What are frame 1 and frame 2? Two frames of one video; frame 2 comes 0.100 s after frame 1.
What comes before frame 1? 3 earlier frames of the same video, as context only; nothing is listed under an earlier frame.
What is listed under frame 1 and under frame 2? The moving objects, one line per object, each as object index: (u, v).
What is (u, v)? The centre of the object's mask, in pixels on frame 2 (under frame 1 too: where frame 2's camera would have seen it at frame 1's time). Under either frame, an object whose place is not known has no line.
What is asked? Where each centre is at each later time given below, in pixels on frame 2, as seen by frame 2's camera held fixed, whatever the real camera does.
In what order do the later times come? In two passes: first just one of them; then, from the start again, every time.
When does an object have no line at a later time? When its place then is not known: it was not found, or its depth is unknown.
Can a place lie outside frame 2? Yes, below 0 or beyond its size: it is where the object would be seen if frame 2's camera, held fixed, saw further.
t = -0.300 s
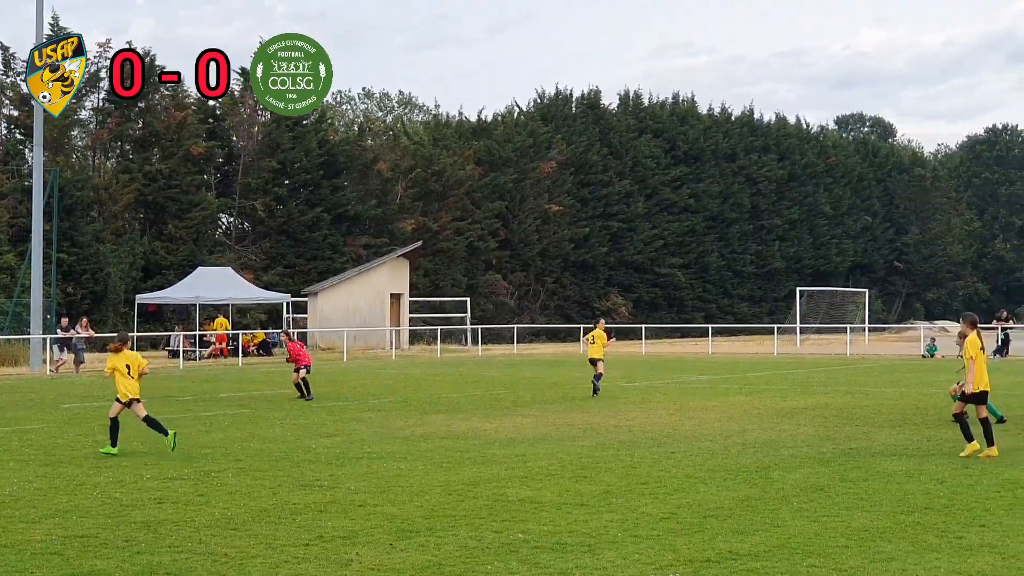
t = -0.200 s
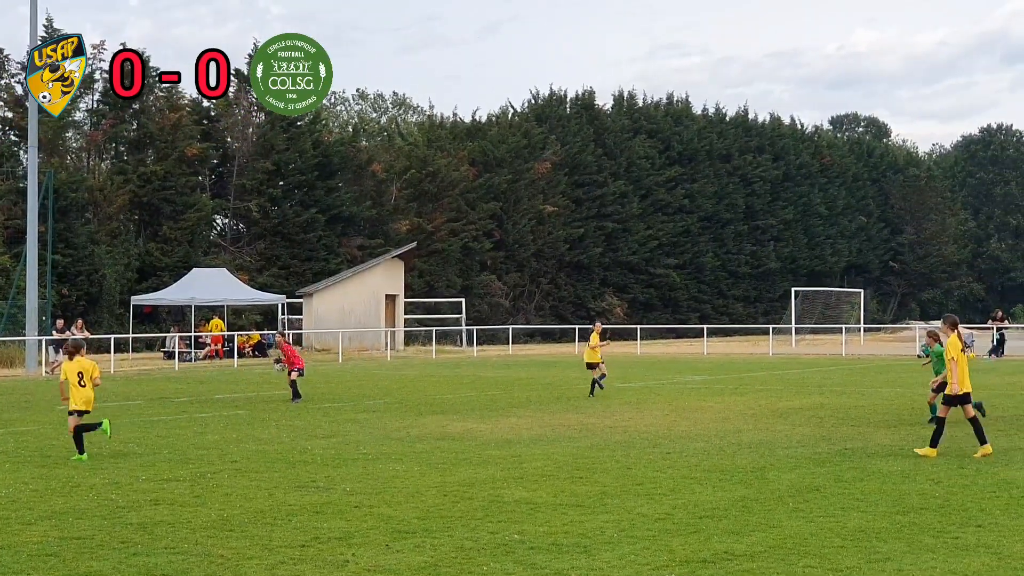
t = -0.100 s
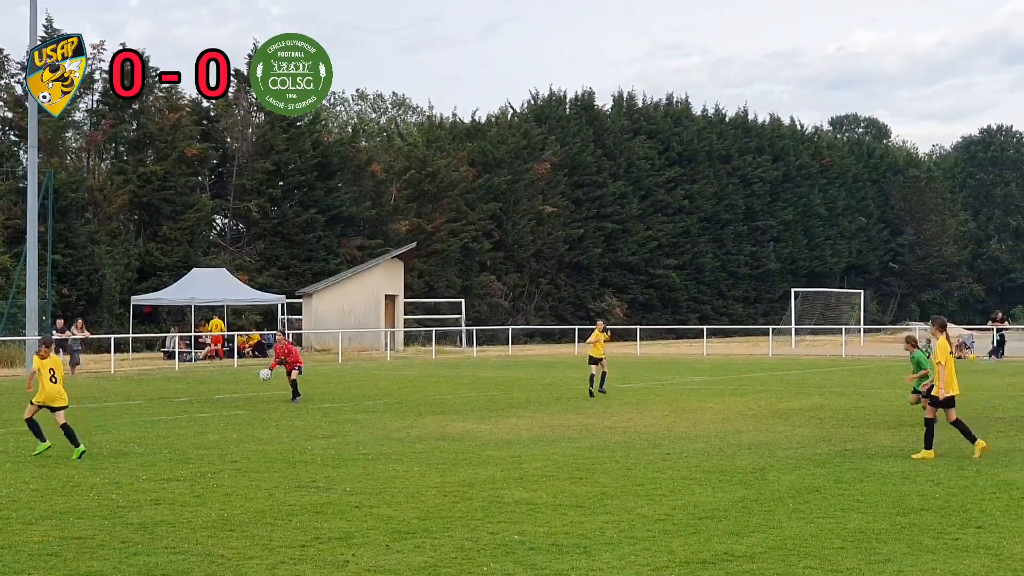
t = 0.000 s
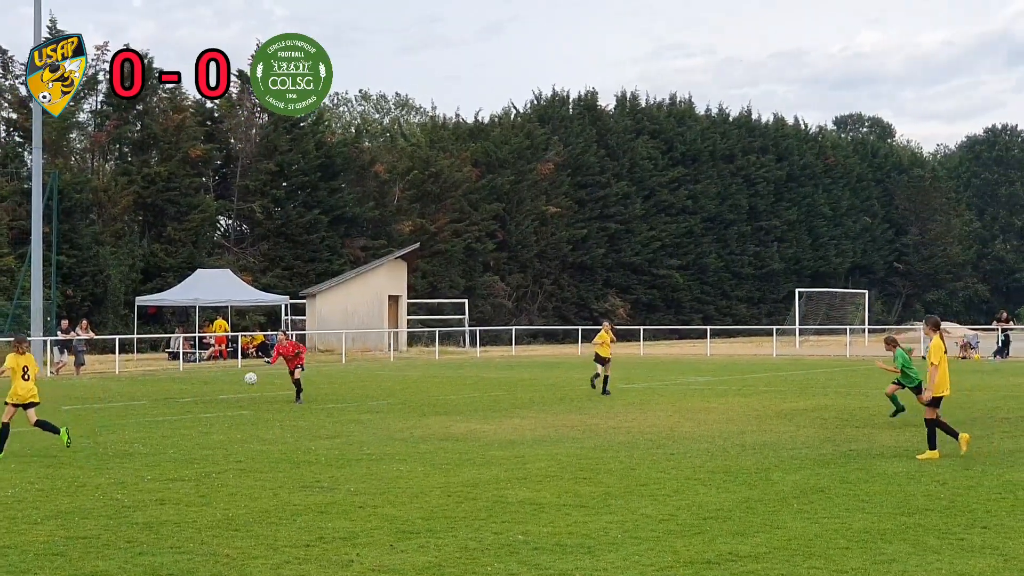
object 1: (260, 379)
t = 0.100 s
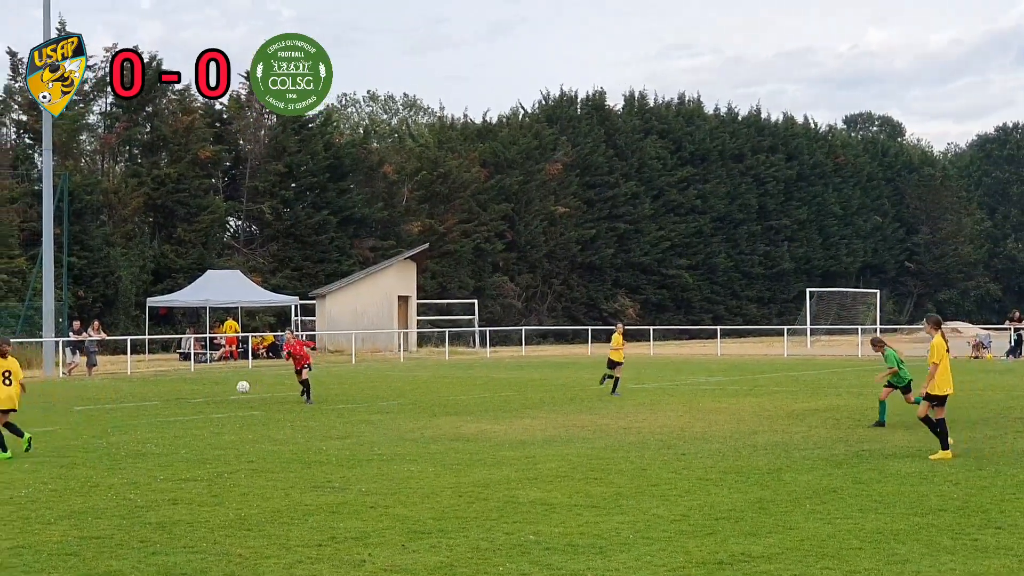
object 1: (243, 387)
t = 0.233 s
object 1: (219, 407)
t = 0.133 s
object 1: (237, 391)
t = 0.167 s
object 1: (232, 395)
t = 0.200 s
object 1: (226, 401)
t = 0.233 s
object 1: (219, 407)
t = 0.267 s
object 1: (214, 405)
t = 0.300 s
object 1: (208, 403)
